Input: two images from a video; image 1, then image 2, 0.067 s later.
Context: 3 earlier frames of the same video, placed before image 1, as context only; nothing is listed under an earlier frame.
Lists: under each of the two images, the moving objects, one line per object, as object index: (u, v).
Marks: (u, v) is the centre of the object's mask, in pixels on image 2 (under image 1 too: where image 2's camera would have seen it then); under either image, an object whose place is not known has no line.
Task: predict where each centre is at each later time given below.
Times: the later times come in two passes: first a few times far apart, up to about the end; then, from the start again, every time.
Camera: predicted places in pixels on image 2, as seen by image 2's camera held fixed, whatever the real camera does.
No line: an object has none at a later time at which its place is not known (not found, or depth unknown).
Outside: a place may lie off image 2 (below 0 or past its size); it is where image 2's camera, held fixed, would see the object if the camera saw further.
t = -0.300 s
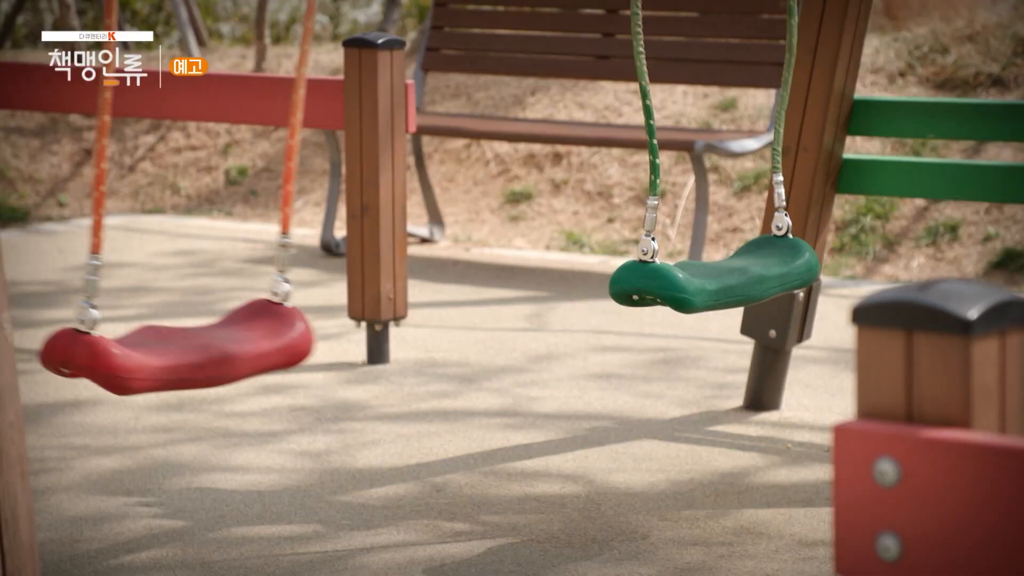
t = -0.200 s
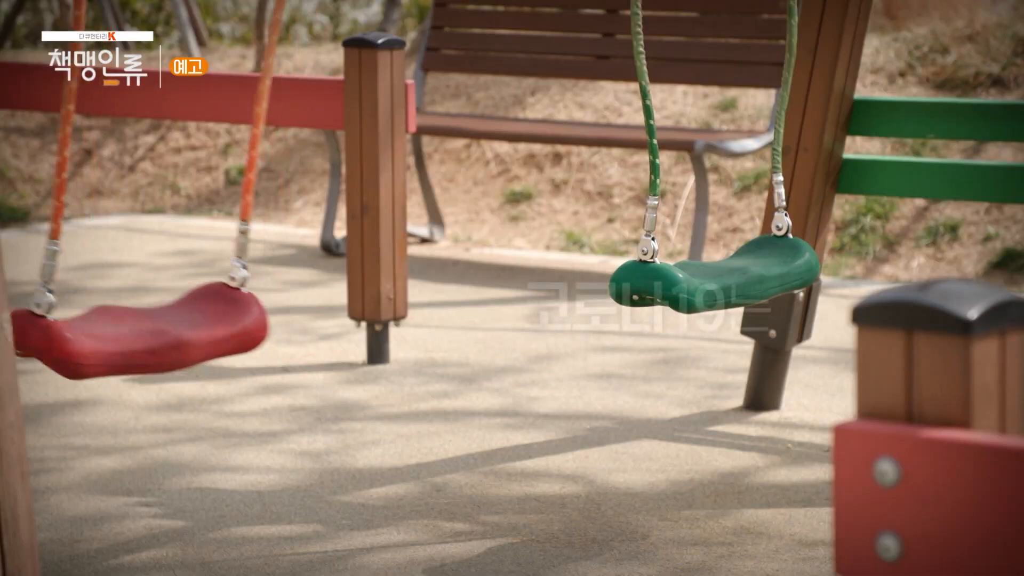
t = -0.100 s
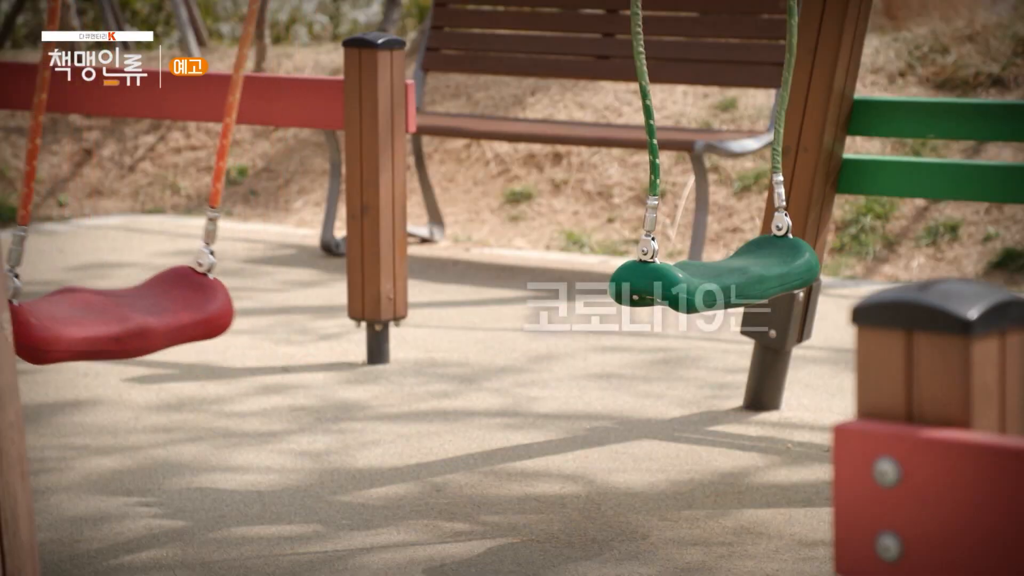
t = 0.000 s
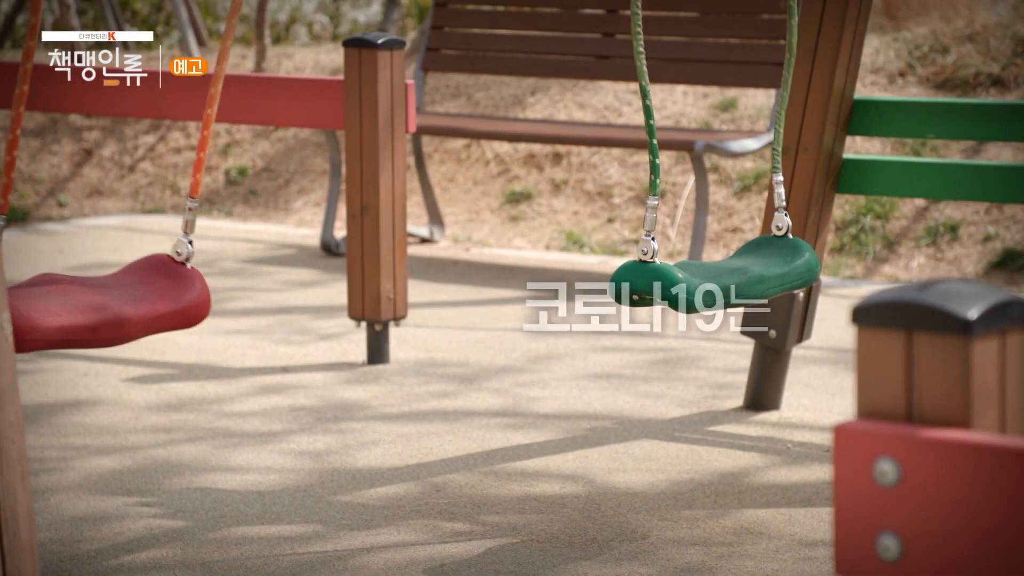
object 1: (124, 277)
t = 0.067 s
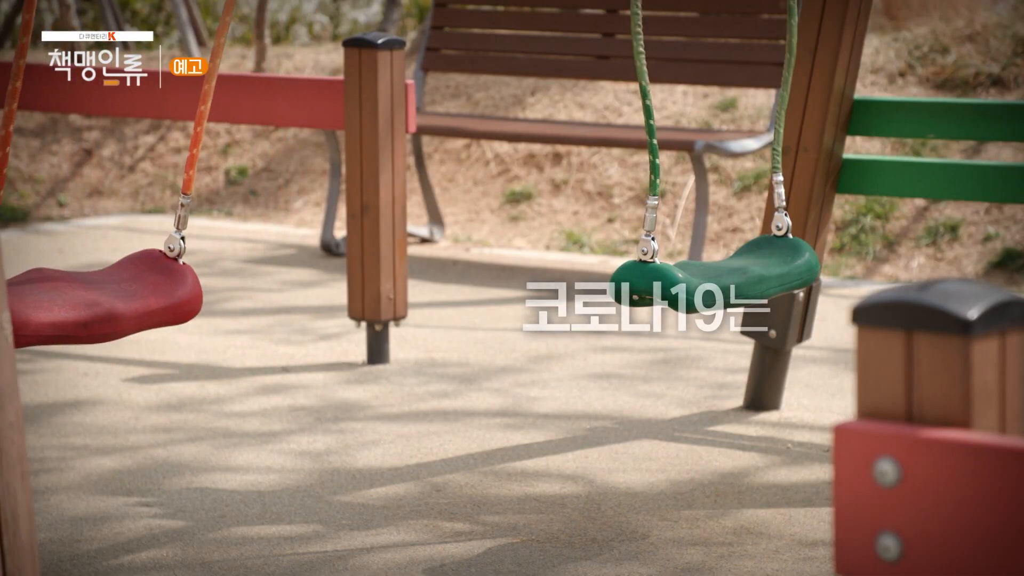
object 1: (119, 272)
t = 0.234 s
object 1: (122, 275)
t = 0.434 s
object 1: (151, 303)
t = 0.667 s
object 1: (251, 346)
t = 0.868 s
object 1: (350, 362)
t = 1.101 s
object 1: (470, 351)
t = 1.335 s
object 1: (487, 337)
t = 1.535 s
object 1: (438, 338)
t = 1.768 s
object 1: (384, 363)
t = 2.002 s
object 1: (270, 350)
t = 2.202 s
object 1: (172, 317)
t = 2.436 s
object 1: (129, 279)
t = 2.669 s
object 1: (123, 276)
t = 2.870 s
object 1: (147, 302)
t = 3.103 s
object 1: (242, 345)
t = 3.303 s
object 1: (339, 363)
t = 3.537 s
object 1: (413, 351)
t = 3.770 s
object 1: (459, 331)
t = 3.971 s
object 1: (449, 342)
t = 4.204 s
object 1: (390, 362)
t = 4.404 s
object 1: (299, 355)
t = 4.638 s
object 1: (177, 322)
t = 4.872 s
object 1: (131, 284)
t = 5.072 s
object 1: (121, 276)
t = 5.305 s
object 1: (142, 302)
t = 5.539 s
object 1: (229, 343)
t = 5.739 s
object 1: (331, 363)
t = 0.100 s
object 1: (118, 271)
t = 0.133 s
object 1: (118, 270)
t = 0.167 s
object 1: (118, 271)
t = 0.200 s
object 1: (120, 272)
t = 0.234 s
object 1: (122, 275)
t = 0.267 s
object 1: (125, 279)
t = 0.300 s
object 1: (130, 282)
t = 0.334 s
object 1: (125, 285)
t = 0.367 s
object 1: (136, 289)
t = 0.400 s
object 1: (141, 297)
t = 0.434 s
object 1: (151, 303)
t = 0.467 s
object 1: (157, 310)
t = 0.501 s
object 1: (166, 316)
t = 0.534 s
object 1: (182, 323)
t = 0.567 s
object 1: (195, 329)
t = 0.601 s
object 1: (213, 335)
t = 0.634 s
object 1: (229, 341)
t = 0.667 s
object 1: (251, 346)
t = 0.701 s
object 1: (271, 350)
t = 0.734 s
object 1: (285, 355)
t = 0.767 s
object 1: (305, 358)
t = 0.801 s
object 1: (319, 361)
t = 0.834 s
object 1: (339, 362)
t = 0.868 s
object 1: (350, 362)
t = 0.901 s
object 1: (363, 363)
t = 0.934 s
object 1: (384, 363)
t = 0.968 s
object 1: (397, 362)
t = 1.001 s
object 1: (419, 361)
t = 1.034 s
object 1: (400, 358)
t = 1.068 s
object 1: (419, 356)
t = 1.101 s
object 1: (470, 351)
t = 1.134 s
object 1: (482, 348)
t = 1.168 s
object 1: (486, 346)
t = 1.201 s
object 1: (459, 340)
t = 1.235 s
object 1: (471, 339)
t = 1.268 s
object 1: (475, 337)
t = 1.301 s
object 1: (482, 337)
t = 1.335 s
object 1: (487, 337)
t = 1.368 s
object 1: (478, 334)
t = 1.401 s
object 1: (478, 336)
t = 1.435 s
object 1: (475, 337)
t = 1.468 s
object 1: (467, 338)
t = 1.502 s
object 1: (449, 337)
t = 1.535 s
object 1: (438, 338)
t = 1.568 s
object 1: (438, 345)
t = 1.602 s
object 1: (426, 348)
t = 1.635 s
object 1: (412, 353)
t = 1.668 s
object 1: (393, 354)
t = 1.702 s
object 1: (413, 361)
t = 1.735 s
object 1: (396, 362)
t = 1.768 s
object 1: (384, 363)
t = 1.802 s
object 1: (374, 363)
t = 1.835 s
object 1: (352, 363)
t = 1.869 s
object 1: (342, 362)
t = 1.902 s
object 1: (317, 361)
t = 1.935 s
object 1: (305, 358)
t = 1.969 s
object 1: (290, 354)
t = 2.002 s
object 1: (270, 350)
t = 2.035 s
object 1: (250, 346)
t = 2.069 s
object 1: (229, 341)
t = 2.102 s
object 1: (215, 336)
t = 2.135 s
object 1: (198, 330)
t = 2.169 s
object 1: (184, 324)
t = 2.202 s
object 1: (172, 317)
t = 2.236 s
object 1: (158, 312)
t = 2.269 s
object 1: (149, 305)
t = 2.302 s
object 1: (138, 299)
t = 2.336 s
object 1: (133, 293)
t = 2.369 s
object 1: (126, 288)
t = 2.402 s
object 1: (133, 284)
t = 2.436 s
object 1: (129, 279)
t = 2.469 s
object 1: (125, 277)
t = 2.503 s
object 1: (122, 275)
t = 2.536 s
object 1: (121, 273)
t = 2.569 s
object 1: (120, 272)
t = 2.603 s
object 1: (120, 272)
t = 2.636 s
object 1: (121, 274)
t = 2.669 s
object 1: (123, 276)
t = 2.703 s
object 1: (126, 279)
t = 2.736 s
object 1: (129, 282)
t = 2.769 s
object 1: (134, 286)
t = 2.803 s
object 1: (126, 290)
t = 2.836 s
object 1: (131, 297)
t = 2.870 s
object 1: (147, 302)
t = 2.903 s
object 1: (149, 309)
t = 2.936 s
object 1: (159, 315)
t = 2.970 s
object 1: (179, 321)
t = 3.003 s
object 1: (188, 328)
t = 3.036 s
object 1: (203, 334)
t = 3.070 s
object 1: (221, 339)
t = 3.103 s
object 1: (242, 345)
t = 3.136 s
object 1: (252, 349)
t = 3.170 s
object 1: (279, 353)
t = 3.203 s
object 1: (297, 357)
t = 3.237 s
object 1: (314, 360)
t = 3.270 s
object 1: (325, 362)
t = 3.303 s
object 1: (339, 363)
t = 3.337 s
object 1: (356, 363)
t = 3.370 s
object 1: (372, 363)
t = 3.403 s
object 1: (388, 362)
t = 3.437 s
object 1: (404, 362)
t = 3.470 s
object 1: (381, 355)
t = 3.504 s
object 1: (393, 351)
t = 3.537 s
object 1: (413, 351)
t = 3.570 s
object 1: (425, 346)
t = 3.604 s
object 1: (429, 341)
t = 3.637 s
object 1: (440, 338)
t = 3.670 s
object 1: (456, 339)
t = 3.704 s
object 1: (450, 332)
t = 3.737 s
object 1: (452, 330)
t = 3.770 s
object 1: (459, 331)
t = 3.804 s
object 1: (461, 331)
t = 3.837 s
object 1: (459, 331)
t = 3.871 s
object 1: (454, 331)
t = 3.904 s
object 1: (462, 337)
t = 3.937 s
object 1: (460, 340)
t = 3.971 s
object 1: (449, 342)
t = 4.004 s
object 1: (440, 345)
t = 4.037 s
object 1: (466, 352)
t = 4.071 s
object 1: (462, 353)
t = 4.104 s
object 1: (445, 357)
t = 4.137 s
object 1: (421, 360)
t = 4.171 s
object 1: (410, 361)
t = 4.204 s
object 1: (390, 362)
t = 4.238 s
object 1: (374, 363)
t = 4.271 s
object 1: (366, 362)
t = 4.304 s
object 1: (347, 362)
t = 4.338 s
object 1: (333, 361)
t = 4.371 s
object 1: (314, 359)
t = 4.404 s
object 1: (299, 355)
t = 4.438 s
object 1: (280, 352)
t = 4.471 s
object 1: (258, 348)
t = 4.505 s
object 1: (242, 344)
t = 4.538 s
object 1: (228, 338)
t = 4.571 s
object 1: (213, 333)
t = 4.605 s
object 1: (192, 328)
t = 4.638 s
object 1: (177, 322)
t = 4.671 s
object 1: (165, 315)
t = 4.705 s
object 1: (157, 308)
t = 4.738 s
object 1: (148, 303)
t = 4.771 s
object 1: (138, 297)
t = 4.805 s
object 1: (134, 290)
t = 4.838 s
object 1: (136, 288)
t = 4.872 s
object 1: (131, 284)
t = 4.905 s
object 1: (127, 281)
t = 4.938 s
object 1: (124, 278)
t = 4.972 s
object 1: (122, 277)
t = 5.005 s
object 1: (121, 275)
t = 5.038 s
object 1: (121, 275)
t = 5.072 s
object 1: (121, 276)
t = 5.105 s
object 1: (123, 278)
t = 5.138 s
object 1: (125, 280)
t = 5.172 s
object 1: (128, 283)
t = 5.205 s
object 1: (132, 287)
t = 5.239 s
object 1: (125, 290)
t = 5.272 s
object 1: (129, 296)
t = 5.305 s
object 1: (142, 302)
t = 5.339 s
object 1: (145, 308)
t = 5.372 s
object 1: (156, 314)
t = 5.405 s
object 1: (166, 320)
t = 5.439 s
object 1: (180, 327)
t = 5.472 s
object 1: (197, 332)
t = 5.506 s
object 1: (213, 338)
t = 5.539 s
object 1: (229, 343)
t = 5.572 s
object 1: (255, 347)
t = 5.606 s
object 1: (268, 352)
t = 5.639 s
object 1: (285, 356)
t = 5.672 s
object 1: (303, 359)
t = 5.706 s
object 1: (324, 361)
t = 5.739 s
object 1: (331, 363)
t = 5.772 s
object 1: (348, 363)
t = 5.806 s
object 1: (363, 363)
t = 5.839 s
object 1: (376, 363)
